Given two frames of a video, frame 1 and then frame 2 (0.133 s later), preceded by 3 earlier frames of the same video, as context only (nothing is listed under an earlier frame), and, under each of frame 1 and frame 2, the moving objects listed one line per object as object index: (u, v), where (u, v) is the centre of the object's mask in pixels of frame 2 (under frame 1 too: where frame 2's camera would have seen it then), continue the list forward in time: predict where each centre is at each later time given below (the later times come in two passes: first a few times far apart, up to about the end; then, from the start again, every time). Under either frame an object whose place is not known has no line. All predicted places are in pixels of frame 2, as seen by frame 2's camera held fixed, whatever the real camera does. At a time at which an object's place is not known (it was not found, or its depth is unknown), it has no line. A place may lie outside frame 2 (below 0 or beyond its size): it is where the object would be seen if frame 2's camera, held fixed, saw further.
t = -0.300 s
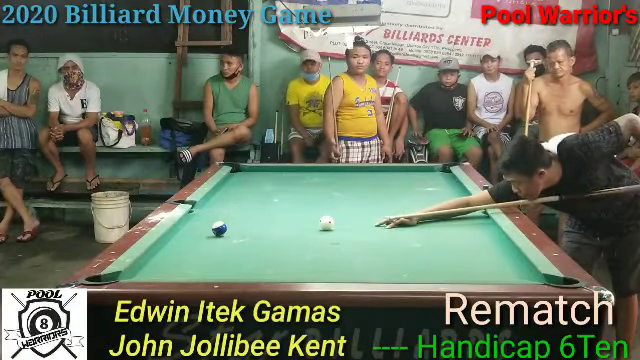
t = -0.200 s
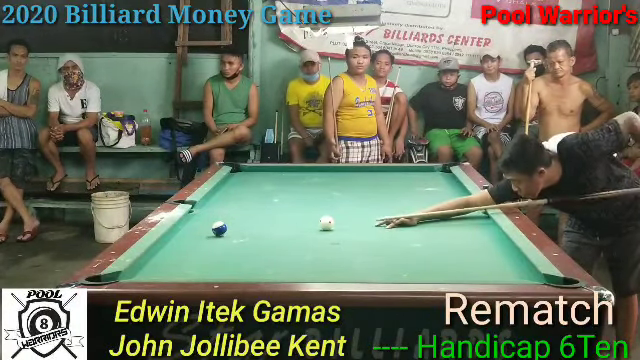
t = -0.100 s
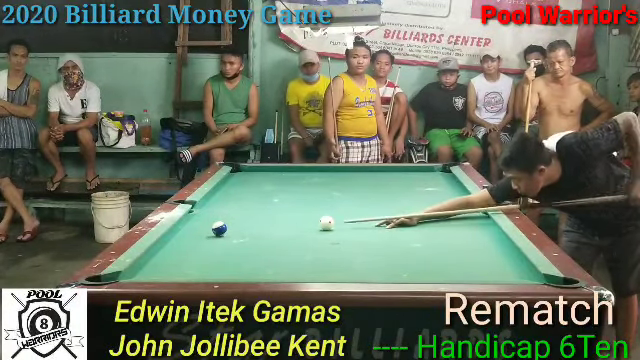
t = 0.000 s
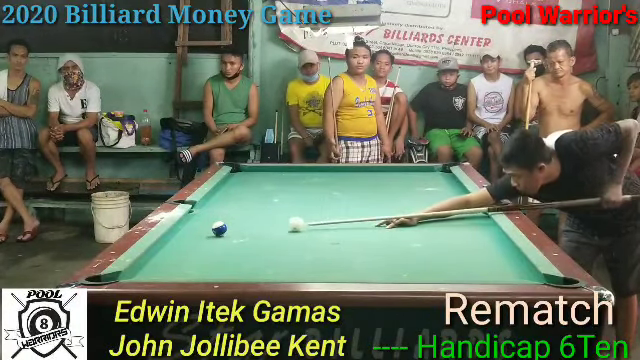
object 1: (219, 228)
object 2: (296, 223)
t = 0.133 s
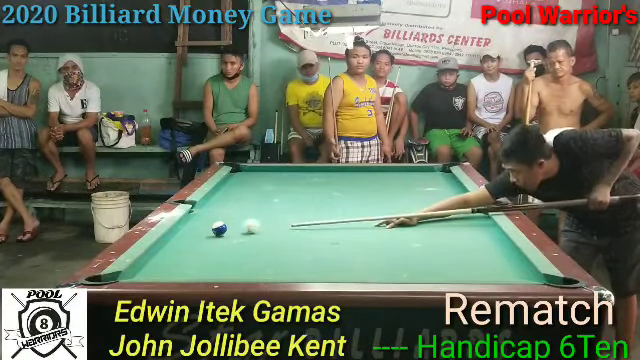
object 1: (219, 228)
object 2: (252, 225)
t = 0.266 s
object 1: (205, 231)
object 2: (223, 226)
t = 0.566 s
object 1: (170, 239)
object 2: (185, 221)
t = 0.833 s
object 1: (185, 243)
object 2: (212, 215)
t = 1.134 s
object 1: (201, 248)
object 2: (238, 209)
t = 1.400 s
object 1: (215, 253)
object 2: (259, 204)
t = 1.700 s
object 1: (231, 258)
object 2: (280, 199)
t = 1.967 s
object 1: (245, 262)
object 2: (296, 195)
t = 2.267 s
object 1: (258, 267)
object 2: (312, 192)
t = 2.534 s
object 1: (270, 269)
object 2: (326, 189)
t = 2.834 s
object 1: (283, 271)
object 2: (340, 185)
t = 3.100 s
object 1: (292, 272)
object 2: (351, 183)
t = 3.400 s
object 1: (301, 274)
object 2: (361, 181)
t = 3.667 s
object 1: (306, 275)
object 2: (369, 179)
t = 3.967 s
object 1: (310, 274)
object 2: (377, 177)
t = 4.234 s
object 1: (311, 274)
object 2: (384, 176)
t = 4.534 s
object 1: (310, 274)
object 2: (389, 175)
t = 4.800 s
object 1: (310, 274)
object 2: (395, 174)
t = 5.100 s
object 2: (399, 173)
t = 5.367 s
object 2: (403, 172)
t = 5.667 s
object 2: (406, 172)
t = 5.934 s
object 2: (408, 171)
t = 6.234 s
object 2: (409, 171)
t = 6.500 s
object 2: (409, 171)
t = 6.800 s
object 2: (409, 171)
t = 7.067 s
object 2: (409, 171)
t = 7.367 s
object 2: (409, 171)
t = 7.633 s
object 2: (409, 171)
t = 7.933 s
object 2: (409, 171)
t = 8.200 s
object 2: (409, 171)
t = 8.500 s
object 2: (409, 171)
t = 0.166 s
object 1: (219, 228)
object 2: (242, 226)
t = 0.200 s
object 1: (218, 228)
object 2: (232, 226)
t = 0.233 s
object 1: (211, 230)
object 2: (227, 226)
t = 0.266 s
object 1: (205, 231)
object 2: (223, 226)
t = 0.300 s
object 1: (200, 232)
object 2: (218, 225)
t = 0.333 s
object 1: (195, 233)
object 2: (214, 224)
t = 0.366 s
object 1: (189, 234)
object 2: (208, 224)
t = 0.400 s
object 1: (183, 235)
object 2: (204, 223)
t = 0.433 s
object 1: (178, 236)
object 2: (199, 223)
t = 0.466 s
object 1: (174, 237)
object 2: (195, 223)
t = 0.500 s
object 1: (167, 237)
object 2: (190, 222)
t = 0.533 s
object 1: (168, 238)
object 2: (185, 221)
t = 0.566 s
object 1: (170, 239)
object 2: (185, 221)
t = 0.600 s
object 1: (172, 240)
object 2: (189, 221)
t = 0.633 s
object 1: (174, 240)
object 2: (192, 219)
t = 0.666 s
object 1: (176, 240)
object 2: (196, 219)
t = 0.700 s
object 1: (178, 241)
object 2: (199, 218)
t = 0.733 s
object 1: (179, 242)
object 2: (202, 217)
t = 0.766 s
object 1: (181, 242)
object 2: (205, 216)
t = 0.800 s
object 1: (183, 243)
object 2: (208, 215)
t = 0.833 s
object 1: (185, 243)
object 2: (212, 215)
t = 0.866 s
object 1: (187, 244)
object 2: (215, 214)
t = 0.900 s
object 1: (189, 245)
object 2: (218, 214)
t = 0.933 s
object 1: (190, 245)
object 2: (221, 213)
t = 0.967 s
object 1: (192, 246)
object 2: (224, 212)
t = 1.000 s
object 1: (194, 246)
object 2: (227, 212)
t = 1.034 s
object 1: (196, 247)
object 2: (230, 211)
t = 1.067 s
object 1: (197, 248)
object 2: (232, 210)
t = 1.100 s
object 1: (199, 248)
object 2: (235, 209)
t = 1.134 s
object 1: (201, 248)
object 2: (238, 209)
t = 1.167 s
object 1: (203, 249)
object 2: (241, 208)
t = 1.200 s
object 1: (205, 250)
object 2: (244, 208)
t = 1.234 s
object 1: (207, 250)
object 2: (247, 207)
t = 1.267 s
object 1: (208, 251)
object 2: (249, 206)
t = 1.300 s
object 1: (210, 252)
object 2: (251, 206)
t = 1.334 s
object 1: (212, 252)
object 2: (254, 205)
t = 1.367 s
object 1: (214, 253)
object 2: (256, 204)
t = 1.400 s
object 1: (215, 253)
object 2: (259, 204)
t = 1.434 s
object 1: (217, 254)
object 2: (262, 203)
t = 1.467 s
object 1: (219, 254)
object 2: (264, 203)
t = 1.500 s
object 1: (221, 255)
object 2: (266, 202)
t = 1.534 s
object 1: (222, 255)
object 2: (268, 202)
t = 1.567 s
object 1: (224, 256)
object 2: (271, 201)
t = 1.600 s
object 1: (226, 257)
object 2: (273, 200)
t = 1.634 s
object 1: (228, 257)
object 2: (276, 200)
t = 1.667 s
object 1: (229, 258)
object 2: (278, 199)
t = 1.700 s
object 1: (231, 258)
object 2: (280, 199)
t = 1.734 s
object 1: (233, 259)
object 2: (282, 199)
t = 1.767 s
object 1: (235, 259)
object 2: (283, 198)
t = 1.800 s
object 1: (236, 259)
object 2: (286, 198)
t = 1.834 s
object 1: (238, 260)
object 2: (288, 197)
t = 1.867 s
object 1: (240, 261)
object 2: (290, 197)
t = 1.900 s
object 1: (241, 261)
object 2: (292, 196)
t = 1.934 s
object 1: (243, 262)
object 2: (294, 196)
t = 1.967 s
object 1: (245, 262)
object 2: (296, 195)
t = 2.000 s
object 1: (246, 262)
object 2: (298, 195)
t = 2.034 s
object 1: (248, 263)
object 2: (300, 194)
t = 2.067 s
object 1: (249, 264)
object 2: (302, 194)
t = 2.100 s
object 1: (251, 264)
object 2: (304, 194)
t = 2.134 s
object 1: (253, 264)
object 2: (305, 193)
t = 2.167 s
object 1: (254, 265)
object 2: (308, 193)
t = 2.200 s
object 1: (256, 266)
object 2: (309, 192)
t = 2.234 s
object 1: (257, 266)
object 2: (311, 192)
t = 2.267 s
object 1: (258, 267)
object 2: (312, 192)
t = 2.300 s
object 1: (260, 267)
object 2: (314, 191)
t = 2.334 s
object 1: (262, 267)
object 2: (316, 191)
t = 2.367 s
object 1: (263, 268)
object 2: (318, 190)
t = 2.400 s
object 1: (265, 268)
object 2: (320, 190)
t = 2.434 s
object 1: (266, 268)
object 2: (321, 190)
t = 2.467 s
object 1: (267, 268)
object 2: (322, 189)
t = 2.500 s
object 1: (269, 269)
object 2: (324, 189)
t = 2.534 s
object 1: (270, 269)
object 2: (326, 189)
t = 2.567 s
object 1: (272, 270)
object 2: (327, 188)
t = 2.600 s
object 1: (273, 270)
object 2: (329, 188)
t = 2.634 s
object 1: (274, 270)
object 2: (330, 188)
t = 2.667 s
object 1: (277, 270)
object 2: (333, 187)
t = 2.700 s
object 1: (278, 271)
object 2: (334, 186)
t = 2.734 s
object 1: (280, 271)
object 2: (336, 186)
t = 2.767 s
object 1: (281, 271)
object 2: (337, 186)
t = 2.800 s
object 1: (282, 271)
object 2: (339, 186)
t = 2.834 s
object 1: (283, 271)
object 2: (340, 185)
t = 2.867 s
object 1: (284, 271)
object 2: (342, 185)
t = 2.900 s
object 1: (285, 272)
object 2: (343, 184)
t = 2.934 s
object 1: (287, 272)
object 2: (344, 184)
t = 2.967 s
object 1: (289, 272)
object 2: (346, 184)
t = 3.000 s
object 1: (291, 272)
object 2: (347, 184)
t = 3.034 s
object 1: (291, 272)
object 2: (348, 184)
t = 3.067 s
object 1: (293, 272)
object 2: (349, 183)
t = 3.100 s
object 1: (292, 272)
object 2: (351, 183)
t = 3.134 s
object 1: (293, 273)
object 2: (352, 183)
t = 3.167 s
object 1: (295, 273)
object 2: (353, 183)
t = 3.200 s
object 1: (295, 273)
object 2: (354, 182)
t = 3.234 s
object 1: (296, 273)
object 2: (355, 182)
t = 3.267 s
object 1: (298, 273)
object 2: (356, 182)
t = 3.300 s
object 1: (299, 273)
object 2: (358, 182)
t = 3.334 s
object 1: (300, 273)
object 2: (359, 181)
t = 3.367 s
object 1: (299, 274)
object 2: (360, 181)
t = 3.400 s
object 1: (301, 274)
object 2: (361, 181)
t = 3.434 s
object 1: (303, 274)
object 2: (362, 181)
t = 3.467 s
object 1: (304, 274)
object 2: (363, 180)
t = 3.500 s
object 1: (304, 275)
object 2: (364, 180)
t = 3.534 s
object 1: (305, 275)
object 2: (365, 180)
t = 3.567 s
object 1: (305, 275)
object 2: (366, 180)
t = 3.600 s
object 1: (306, 275)
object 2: (367, 180)
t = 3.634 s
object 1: (306, 275)
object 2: (368, 179)
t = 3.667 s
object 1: (306, 275)
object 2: (369, 179)
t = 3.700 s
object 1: (307, 275)
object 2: (370, 179)
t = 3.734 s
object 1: (307, 275)
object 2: (371, 179)
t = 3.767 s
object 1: (308, 275)
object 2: (372, 179)
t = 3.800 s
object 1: (308, 275)
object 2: (373, 178)
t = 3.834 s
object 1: (309, 275)
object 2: (374, 178)
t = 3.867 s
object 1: (309, 275)
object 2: (375, 178)
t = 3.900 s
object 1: (309, 275)
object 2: (375, 178)
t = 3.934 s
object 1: (309, 275)
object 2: (376, 178)
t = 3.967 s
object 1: (310, 274)
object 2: (377, 177)
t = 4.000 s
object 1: (310, 274)
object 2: (378, 177)
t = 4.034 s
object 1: (311, 274)
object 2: (379, 177)
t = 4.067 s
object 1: (311, 274)
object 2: (379, 177)
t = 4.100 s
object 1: (311, 274)
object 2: (380, 177)
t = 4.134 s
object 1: (311, 274)
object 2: (381, 177)
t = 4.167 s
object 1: (311, 274)
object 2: (382, 176)
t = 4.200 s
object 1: (311, 274)
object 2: (383, 176)
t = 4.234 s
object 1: (311, 274)
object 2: (384, 176)
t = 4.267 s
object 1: (311, 274)
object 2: (384, 176)
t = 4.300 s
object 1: (311, 274)
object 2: (385, 176)
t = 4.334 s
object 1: (311, 274)
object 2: (385, 176)
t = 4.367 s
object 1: (311, 274)
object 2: (386, 175)
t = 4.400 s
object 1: (311, 274)
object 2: (387, 175)
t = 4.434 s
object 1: (311, 274)
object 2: (388, 175)
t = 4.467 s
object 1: (311, 274)
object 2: (388, 175)
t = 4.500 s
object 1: (311, 274)
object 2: (389, 175)
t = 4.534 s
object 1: (310, 274)
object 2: (389, 175)
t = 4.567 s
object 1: (311, 274)
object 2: (390, 175)
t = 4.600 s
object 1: (311, 274)
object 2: (391, 174)
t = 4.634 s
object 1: (310, 274)
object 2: (392, 174)
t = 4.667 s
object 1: (310, 274)
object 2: (392, 174)
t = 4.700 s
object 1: (310, 274)
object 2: (393, 174)
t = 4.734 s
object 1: (310, 274)
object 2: (393, 174)
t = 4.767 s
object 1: (310, 274)
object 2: (394, 174)
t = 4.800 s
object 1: (310, 274)
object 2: (395, 174)
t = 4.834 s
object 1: (310, 274)
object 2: (395, 174)
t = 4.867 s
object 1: (310, 274)
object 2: (396, 174)
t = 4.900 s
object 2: (396, 173)
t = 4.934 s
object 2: (397, 173)
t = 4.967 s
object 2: (397, 173)
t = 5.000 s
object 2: (398, 173)
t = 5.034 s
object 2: (399, 173)
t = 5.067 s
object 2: (399, 173)
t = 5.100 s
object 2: (399, 173)
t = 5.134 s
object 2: (400, 173)
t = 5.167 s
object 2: (400, 173)
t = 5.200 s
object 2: (401, 173)
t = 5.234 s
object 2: (401, 172)
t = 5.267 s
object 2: (401, 172)
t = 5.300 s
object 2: (402, 172)
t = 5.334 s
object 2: (402, 172)
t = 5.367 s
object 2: (403, 172)
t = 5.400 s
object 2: (403, 172)
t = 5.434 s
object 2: (403, 172)
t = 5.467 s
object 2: (404, 172)
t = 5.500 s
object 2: (404, 172)
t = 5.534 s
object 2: (404, 172)
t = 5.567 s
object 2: (404, 172)
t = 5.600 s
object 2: (405, 172)
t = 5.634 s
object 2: (405, 172)
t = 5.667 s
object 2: (406, 172)
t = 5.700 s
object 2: (406, 172)
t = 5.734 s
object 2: (406, 172)
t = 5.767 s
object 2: (406, 172)
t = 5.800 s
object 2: (407, 172)
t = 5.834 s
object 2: (407, 171)
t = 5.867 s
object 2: (407, 171)
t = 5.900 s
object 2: (407, 171)
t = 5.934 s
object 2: (408, 171)
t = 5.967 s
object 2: (408, 171)
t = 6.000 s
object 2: (408, 171)
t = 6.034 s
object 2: (408, 171)
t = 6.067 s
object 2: (408, 171)
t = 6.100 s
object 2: (408, 171)
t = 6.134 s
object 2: (408, 171)
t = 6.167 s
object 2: (409, 171)
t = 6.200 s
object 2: (409, 171)
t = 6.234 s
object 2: (409, 171)
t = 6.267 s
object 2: (409, 171)
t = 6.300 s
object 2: (409, 171)
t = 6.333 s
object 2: (409, 171)
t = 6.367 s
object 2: (409, 171)
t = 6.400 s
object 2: (409, 171)
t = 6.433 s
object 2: (409, 171)
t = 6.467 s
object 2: (409, 171)
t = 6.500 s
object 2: (409, 171)
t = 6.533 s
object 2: (409, 171)
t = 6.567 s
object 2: (409, 171)
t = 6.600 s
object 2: (409, 171)
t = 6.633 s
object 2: (409, 171)
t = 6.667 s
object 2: (409, 171)
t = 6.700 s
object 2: (409, 171)
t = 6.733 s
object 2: (409, 171)
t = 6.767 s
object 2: (409, 171)
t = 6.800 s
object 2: (409, 171)
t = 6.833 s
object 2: (409, 171)
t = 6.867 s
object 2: (409, 171)
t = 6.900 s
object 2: (409, 171)
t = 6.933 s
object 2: (409, 171)
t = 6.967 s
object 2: (409, 171)
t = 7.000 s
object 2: (409, 171)
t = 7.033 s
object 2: (409, 171)
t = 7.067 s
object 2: (409, 171)
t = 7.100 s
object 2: (409, 171)
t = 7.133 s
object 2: (409, 171)
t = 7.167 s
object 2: (409, 171)
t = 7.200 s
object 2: (409, 171)
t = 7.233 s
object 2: (409, 171)
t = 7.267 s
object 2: (409, 171)
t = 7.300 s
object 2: (409, 171)
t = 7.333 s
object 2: (409, 171)
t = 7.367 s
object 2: (409, 171)
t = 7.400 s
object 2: (409, 171)
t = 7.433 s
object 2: (409, 171)
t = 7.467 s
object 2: (409, 171)
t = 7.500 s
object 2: (409, 171)
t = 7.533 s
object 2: (409, 171)
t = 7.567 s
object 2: (409, 171)
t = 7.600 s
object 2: (409, 171)
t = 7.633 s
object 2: (409, 171)
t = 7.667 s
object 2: (409, 171)
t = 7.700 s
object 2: (409, 171)
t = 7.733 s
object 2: (409, 171)
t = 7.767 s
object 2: (409, 171)
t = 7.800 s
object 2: (409, 171)
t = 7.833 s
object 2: (409, 171)
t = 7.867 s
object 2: (409, 171)
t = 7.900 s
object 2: (409, 171)
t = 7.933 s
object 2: (409, 171)
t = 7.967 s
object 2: (409, 171)
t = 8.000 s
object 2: (409, 171)
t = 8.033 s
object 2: (409, 171)
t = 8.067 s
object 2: (409, 171)
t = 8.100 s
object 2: (409, 171)
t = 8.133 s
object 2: (409, 171)
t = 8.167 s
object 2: (409, 171)
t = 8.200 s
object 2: (409, 171)
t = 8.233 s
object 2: (409, 171)
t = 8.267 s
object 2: (409, 171)
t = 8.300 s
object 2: (409, 171)
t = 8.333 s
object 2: (409, 171)
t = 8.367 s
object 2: (409, 171)
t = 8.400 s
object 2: (409, 171)
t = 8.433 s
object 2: (409, 171)
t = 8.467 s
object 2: (409, 171)
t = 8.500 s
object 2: (409, 171)
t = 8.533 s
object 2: (409, 171)
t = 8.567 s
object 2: (409, 171)
